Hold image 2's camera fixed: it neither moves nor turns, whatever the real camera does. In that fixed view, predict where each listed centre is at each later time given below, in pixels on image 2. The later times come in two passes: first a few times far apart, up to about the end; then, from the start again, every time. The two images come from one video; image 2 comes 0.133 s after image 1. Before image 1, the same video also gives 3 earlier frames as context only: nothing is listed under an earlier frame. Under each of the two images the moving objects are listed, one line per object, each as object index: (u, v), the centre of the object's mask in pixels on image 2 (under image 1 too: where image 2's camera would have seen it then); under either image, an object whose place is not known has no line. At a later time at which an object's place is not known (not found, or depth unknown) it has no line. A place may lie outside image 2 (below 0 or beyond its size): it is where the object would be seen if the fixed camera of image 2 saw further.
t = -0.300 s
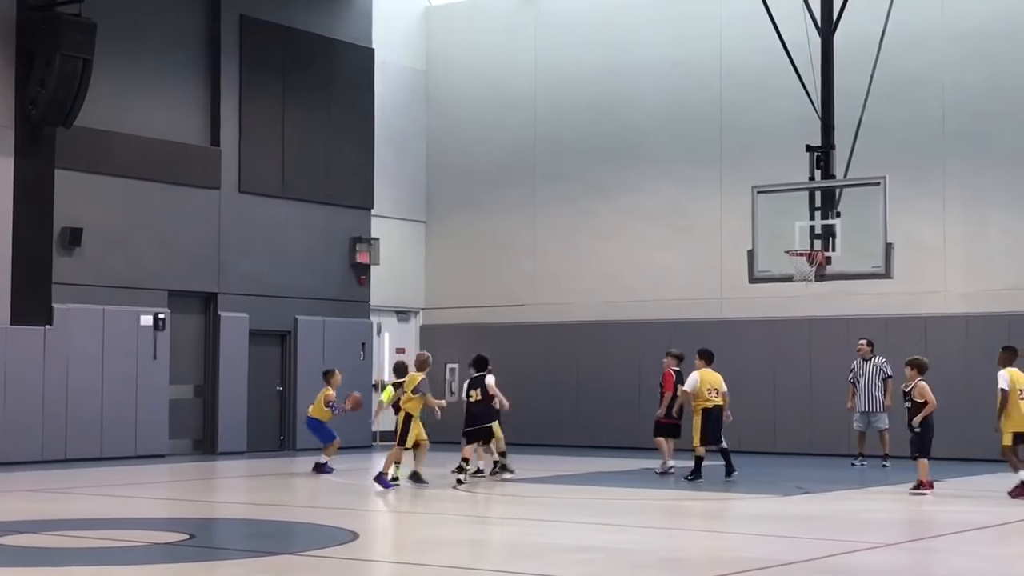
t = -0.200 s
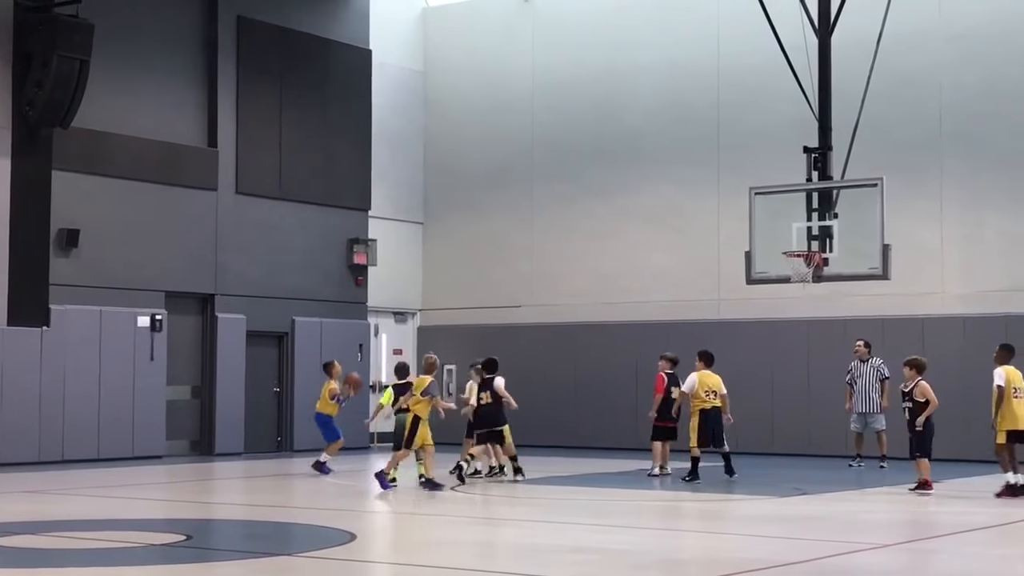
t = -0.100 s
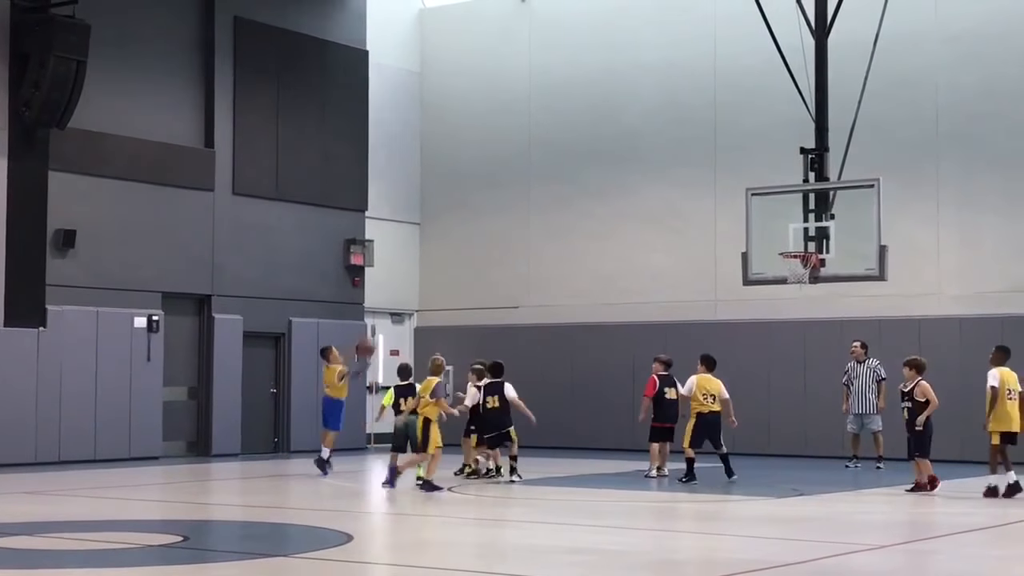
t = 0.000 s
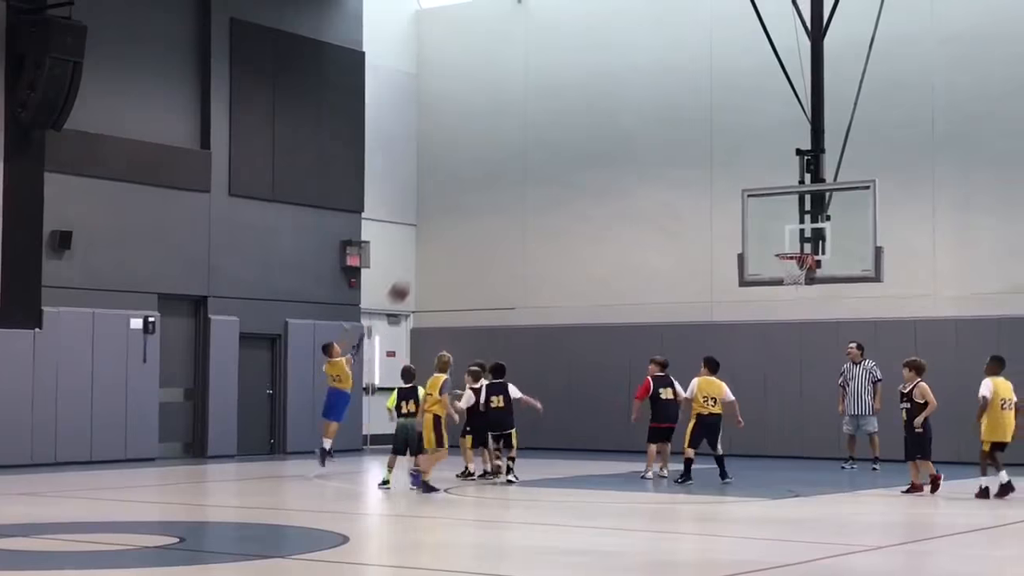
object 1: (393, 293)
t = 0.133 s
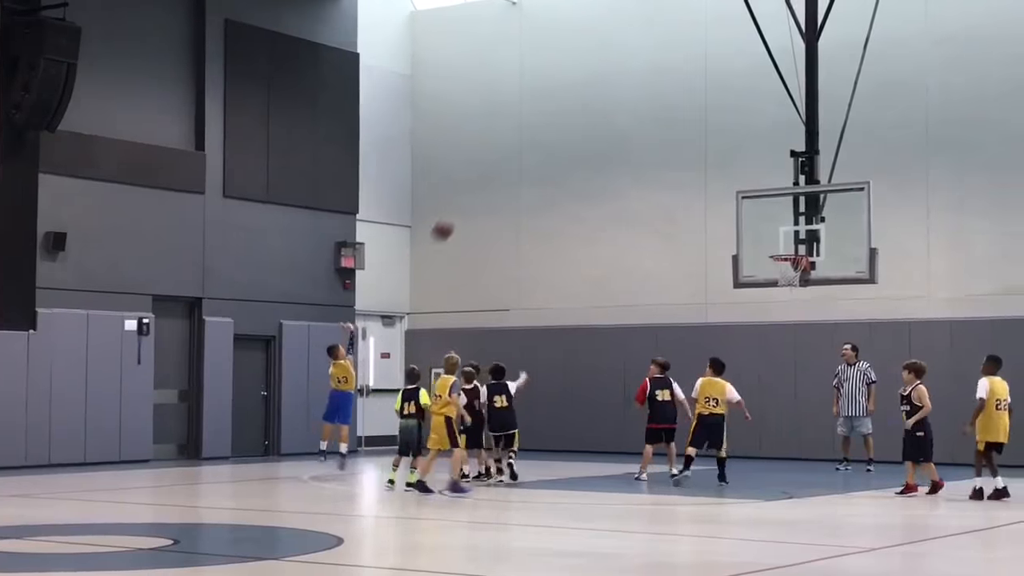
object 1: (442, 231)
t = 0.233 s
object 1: (478, 193)
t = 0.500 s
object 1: (571, 133)
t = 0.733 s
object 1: (650, 127)
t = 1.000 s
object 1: (736, 171)
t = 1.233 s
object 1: (809, 246)
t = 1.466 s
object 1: (857, 200)
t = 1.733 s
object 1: (880, 193)
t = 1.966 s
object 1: (901, 235)
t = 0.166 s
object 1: (454, 217)
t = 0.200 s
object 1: (466, 204)
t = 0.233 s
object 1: (478, 193)
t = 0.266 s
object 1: (490, 182)
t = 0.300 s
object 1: (502, 172)
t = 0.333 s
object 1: (513, 164)
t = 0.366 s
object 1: (525, 156)
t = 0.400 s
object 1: (536, 149)
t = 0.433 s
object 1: (548, 143)
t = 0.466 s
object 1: (560, 137)
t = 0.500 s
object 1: (571, 133)
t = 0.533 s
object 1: (583, 129)
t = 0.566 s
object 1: (594, 127)
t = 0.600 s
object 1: (605, 125)
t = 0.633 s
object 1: (617, 125)
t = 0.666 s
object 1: (628, 125)
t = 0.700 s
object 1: (639, 126)
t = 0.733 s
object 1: (650, 127)
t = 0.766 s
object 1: (661, 130)
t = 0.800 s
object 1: (672, 133)
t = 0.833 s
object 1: (683, 138)
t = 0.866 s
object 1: (694, 143)
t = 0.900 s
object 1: (705, 149)
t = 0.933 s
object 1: (715, 155)
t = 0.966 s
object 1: (726, 163)
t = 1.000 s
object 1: (736, 171)
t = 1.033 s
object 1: (747, 181)
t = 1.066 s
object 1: (757, 191)
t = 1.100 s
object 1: (768, 202)
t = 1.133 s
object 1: (778, 214)
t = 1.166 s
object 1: (788, 224)
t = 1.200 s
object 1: (800, 238)
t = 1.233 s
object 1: (809, 246)
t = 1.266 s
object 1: (816, 236)
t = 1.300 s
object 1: (824, 228)
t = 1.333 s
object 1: (830, 221)
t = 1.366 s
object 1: (838, 214)
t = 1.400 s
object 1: (845, 209)
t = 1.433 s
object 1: (853, 204)
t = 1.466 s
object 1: (857, 200)
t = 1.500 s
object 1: (859, 195)
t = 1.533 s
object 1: (863, 192)
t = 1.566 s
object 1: (866, 190)
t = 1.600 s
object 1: (868, 189)
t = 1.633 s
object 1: (871, 188)
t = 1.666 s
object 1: (874, 189)
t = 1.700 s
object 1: (876, 190)
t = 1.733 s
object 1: (880, 193)
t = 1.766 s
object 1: (883, 196)
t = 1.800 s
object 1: (886, 200)
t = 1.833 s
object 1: (888, 205)
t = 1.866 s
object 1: (891, 211)
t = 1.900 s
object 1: (895, 218)
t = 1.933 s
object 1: (898, 226)
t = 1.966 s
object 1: (901, 235)
